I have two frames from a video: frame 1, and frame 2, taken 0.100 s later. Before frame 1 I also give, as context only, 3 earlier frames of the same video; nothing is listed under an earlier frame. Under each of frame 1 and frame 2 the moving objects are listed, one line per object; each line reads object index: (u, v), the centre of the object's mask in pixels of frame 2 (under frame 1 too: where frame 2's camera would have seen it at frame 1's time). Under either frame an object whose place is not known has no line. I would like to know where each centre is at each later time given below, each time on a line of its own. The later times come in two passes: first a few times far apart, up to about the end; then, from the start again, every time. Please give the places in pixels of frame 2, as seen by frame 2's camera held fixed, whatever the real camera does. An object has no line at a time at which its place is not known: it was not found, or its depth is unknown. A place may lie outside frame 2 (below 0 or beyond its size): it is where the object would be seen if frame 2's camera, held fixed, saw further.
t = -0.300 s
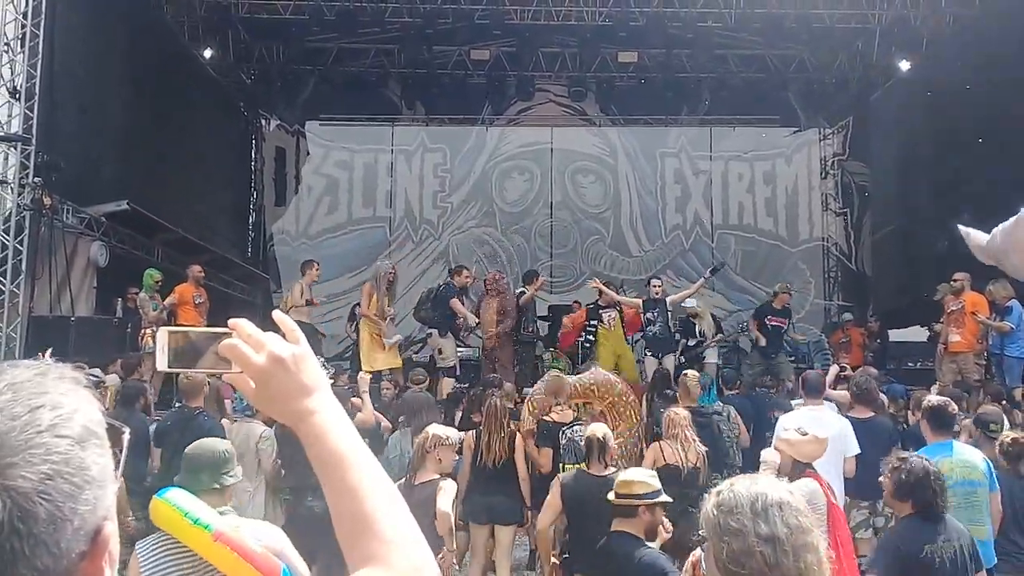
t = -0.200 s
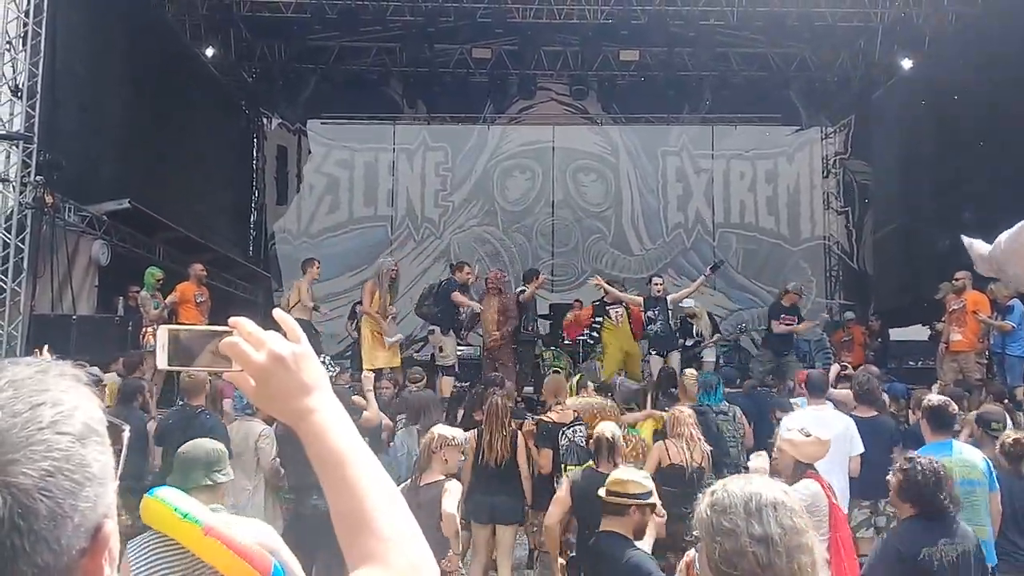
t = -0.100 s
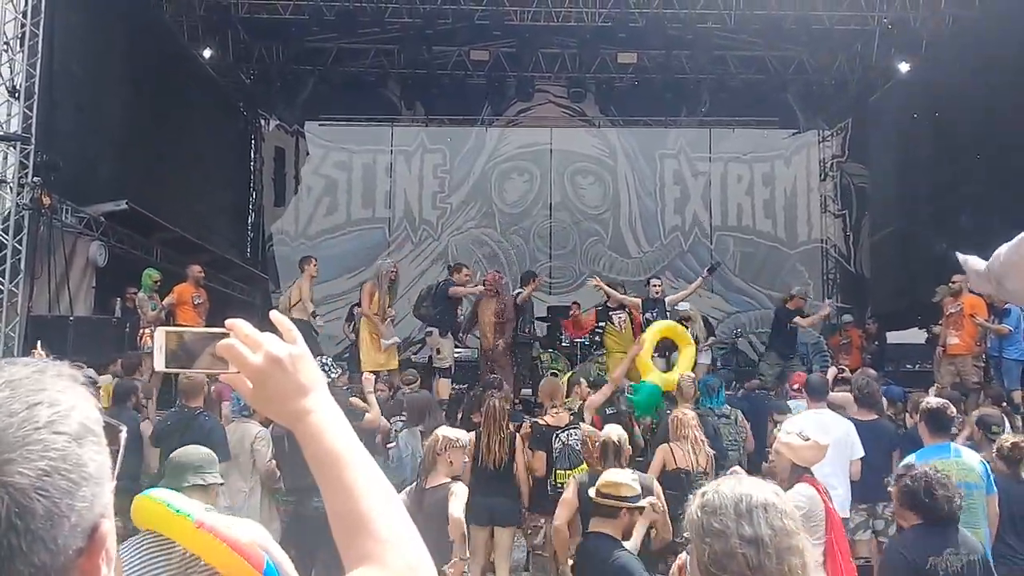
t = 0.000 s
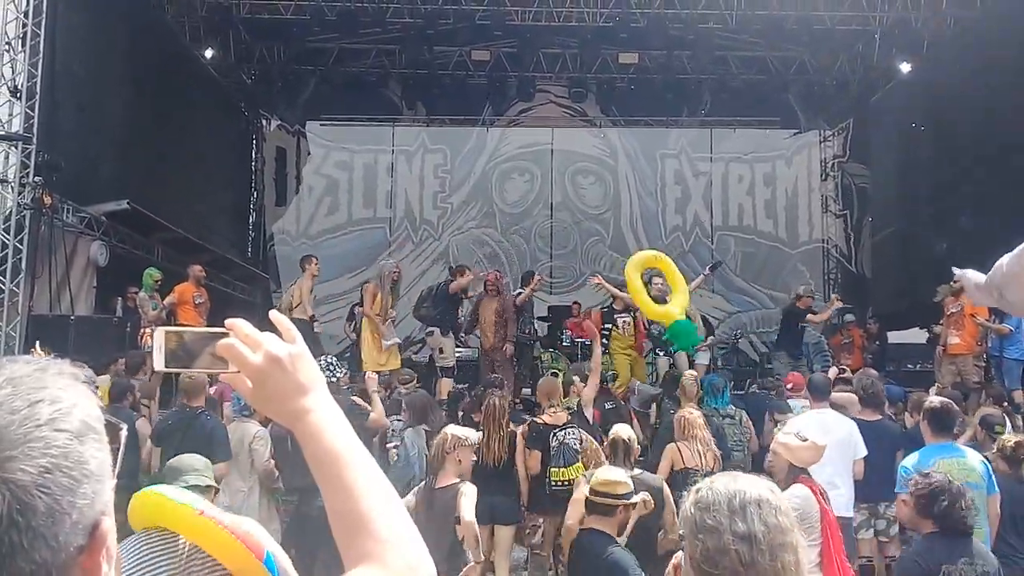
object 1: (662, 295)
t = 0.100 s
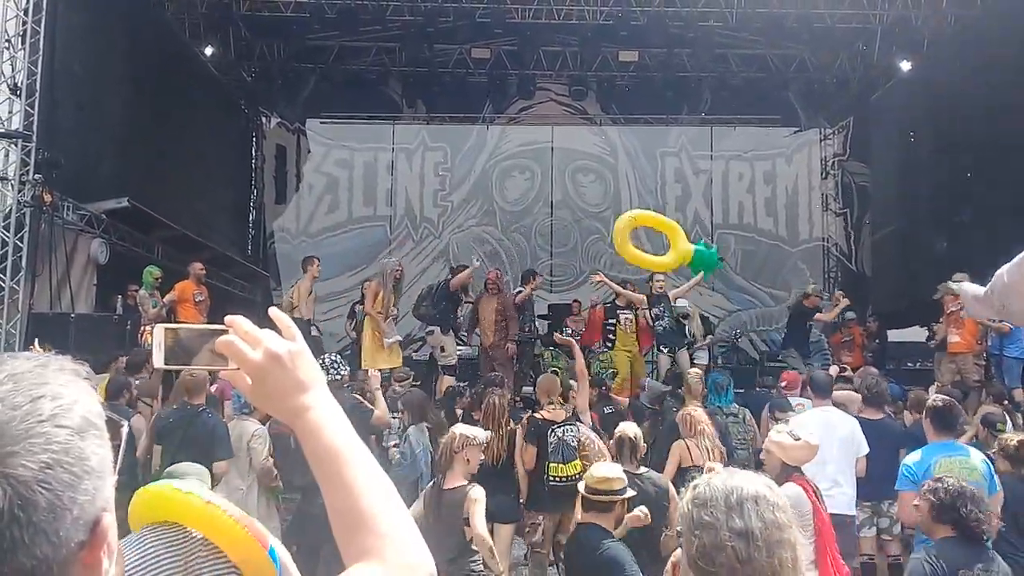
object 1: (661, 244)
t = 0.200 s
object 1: (661, 210)
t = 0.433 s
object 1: (668, 166)
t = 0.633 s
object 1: (672, 168)
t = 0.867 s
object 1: (675, 207)
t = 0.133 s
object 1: (661, 232)
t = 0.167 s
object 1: (662, 220)
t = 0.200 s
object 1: (661, 210)
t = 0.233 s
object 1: (662, 201)
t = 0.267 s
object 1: (664, 194)
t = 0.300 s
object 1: (665, 186)
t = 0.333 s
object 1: (666, 179)
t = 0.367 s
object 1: (667, 174)
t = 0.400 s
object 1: (668, 170)
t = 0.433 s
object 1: (668, 166)
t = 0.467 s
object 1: (668, 164)
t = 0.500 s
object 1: (669, 164)
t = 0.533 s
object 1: (669, 163)
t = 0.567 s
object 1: (670, 164)
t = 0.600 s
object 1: (671, 165)
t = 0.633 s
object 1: (672, 168)
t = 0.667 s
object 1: (673, 170)
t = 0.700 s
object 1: (674, 174)
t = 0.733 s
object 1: (674, 179)
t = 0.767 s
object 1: (675, 184)
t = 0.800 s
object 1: (676, 191)
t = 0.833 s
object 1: (676, 199)
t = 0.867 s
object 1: (675, 207)
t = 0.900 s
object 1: (675, 217)
